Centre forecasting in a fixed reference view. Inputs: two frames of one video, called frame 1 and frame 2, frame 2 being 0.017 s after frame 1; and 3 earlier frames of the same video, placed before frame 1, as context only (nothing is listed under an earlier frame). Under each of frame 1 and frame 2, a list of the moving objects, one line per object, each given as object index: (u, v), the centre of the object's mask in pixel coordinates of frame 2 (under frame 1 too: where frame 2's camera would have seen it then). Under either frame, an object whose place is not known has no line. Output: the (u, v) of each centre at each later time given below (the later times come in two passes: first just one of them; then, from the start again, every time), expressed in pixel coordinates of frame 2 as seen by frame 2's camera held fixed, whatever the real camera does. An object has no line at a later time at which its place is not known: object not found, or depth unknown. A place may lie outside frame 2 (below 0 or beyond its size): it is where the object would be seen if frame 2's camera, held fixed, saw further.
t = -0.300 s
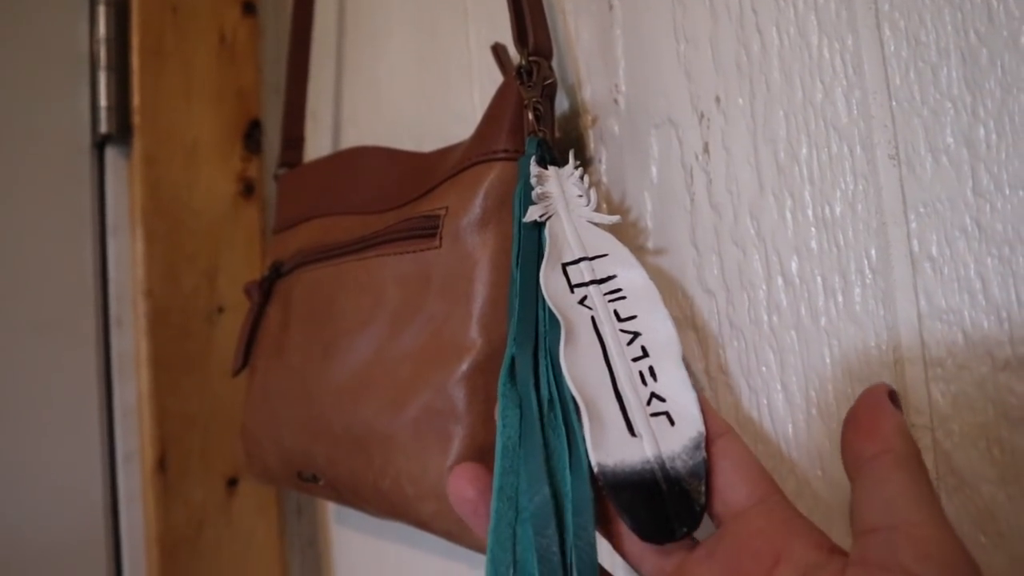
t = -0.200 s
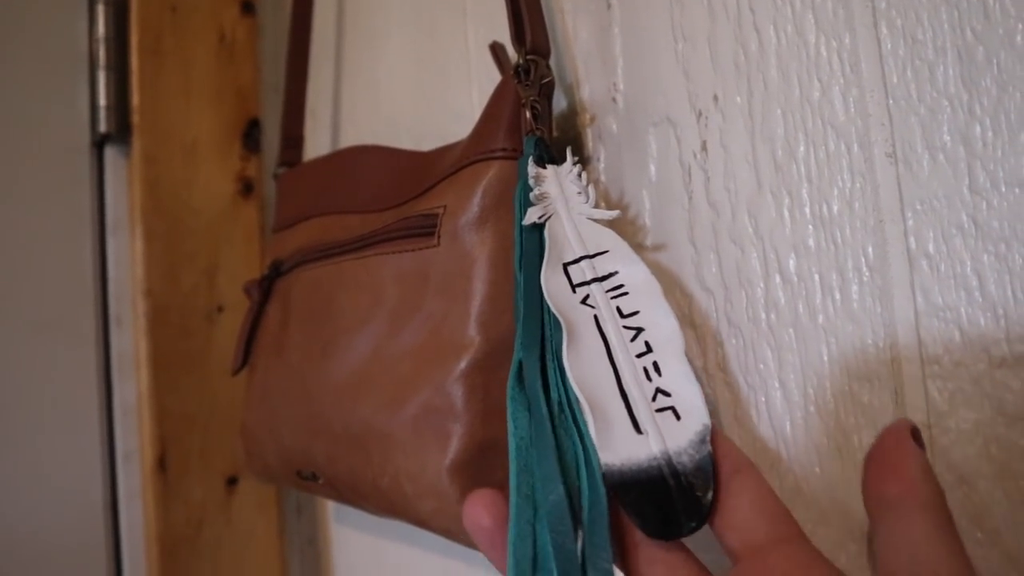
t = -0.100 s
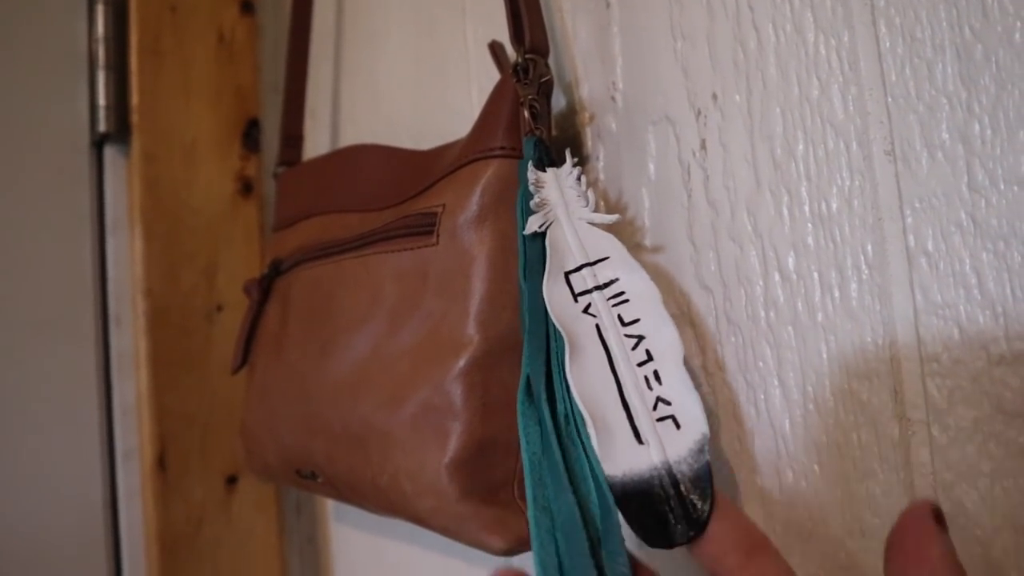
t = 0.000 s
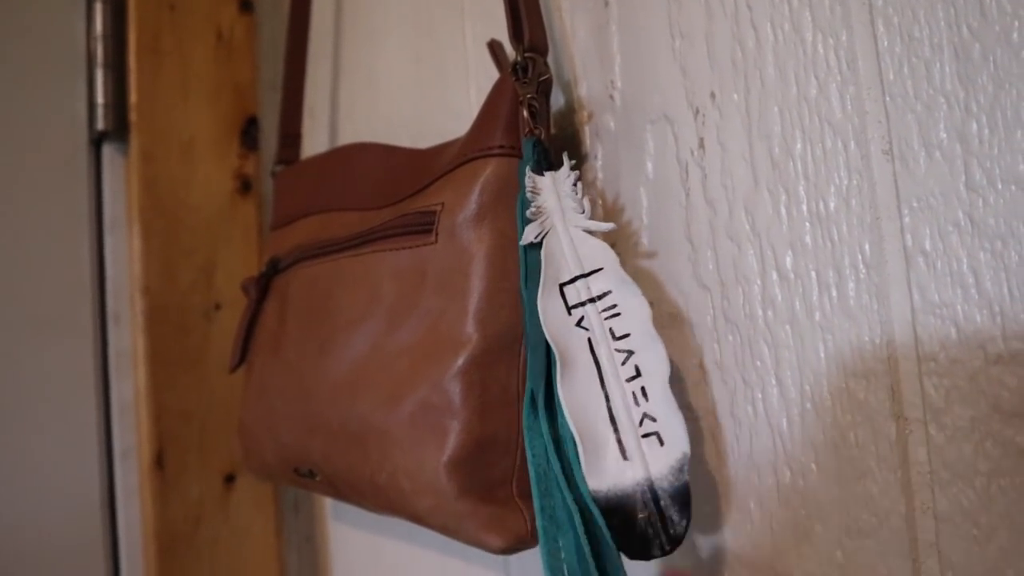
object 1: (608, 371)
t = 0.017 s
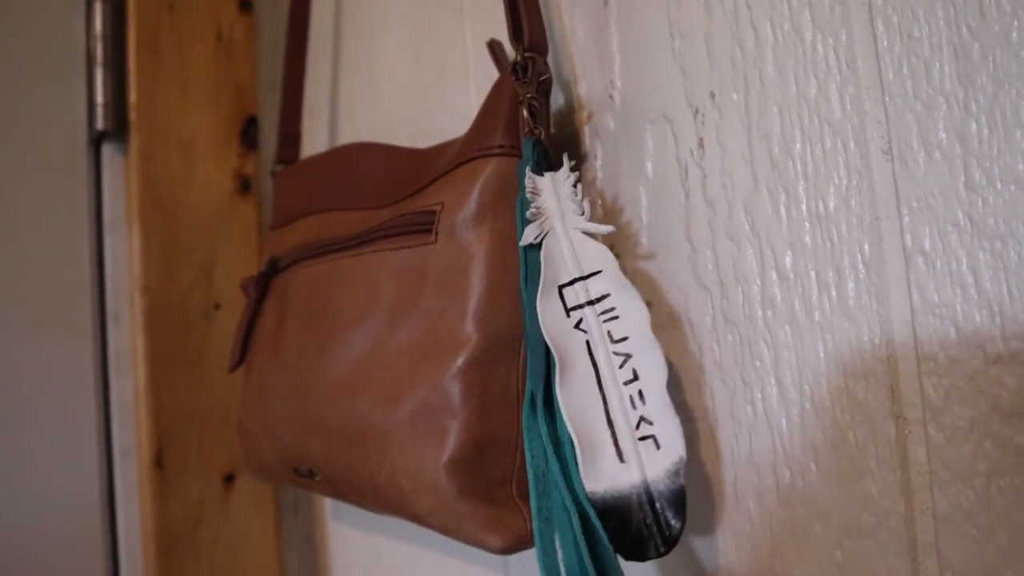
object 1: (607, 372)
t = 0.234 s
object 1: (578, 363)
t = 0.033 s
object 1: (605, 374)
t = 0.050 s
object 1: (603, 374)
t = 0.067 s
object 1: (602, 374)
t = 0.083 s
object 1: (600, 374)
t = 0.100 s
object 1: (599, 374)
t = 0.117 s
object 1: (597, 373)
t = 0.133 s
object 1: (595, 372)
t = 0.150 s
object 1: (593, 370)
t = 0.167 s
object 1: (591, 368)
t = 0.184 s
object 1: (588, 365)
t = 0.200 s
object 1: (585, 363)
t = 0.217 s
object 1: (581, 364)
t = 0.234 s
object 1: (578, 363)
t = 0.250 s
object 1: (576, 360)
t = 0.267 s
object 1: (572, 352)
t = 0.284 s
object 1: (571, 360)
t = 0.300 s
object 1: (569, 357)
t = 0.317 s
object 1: (569, 356)
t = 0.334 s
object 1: (569, 357)
